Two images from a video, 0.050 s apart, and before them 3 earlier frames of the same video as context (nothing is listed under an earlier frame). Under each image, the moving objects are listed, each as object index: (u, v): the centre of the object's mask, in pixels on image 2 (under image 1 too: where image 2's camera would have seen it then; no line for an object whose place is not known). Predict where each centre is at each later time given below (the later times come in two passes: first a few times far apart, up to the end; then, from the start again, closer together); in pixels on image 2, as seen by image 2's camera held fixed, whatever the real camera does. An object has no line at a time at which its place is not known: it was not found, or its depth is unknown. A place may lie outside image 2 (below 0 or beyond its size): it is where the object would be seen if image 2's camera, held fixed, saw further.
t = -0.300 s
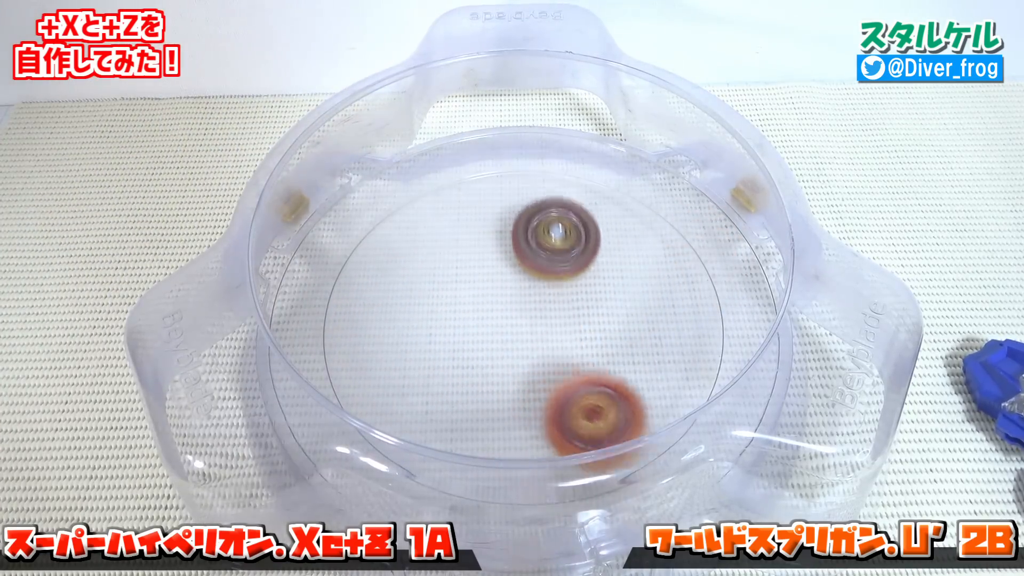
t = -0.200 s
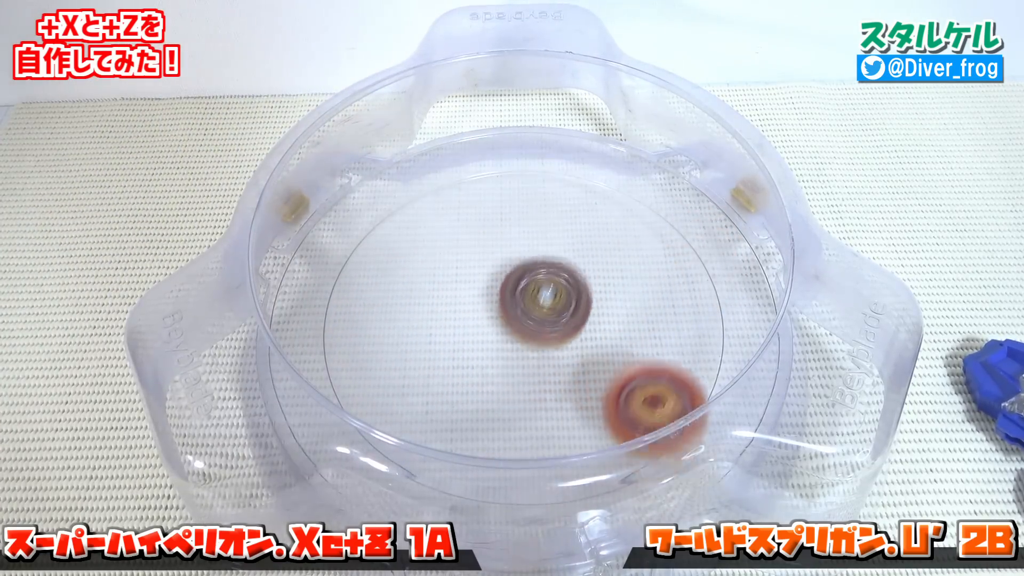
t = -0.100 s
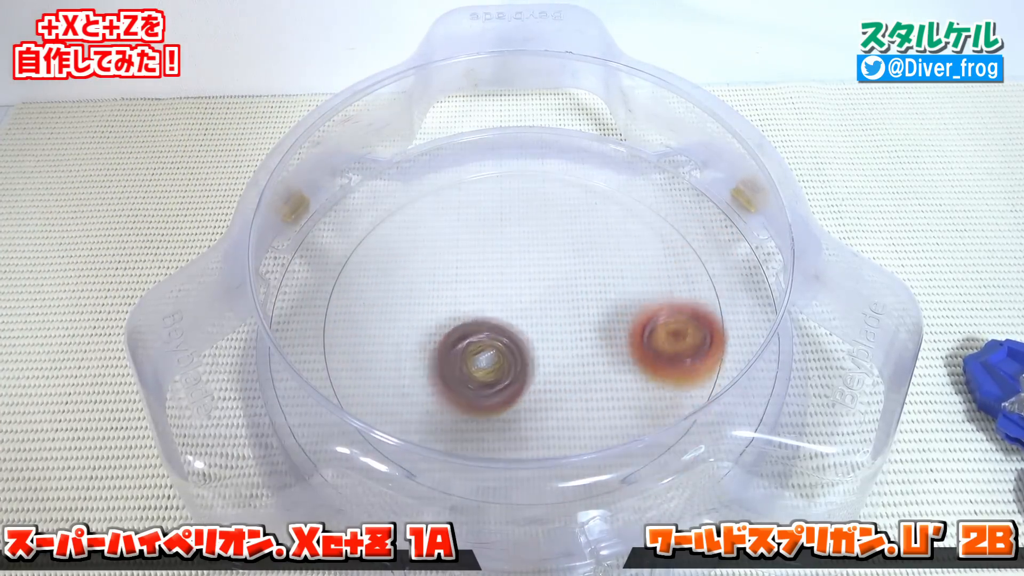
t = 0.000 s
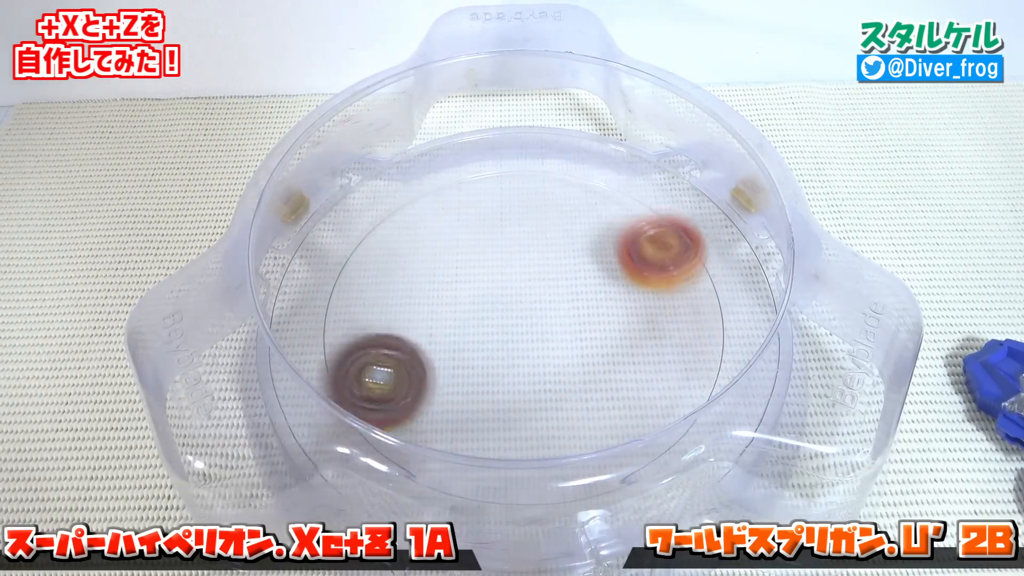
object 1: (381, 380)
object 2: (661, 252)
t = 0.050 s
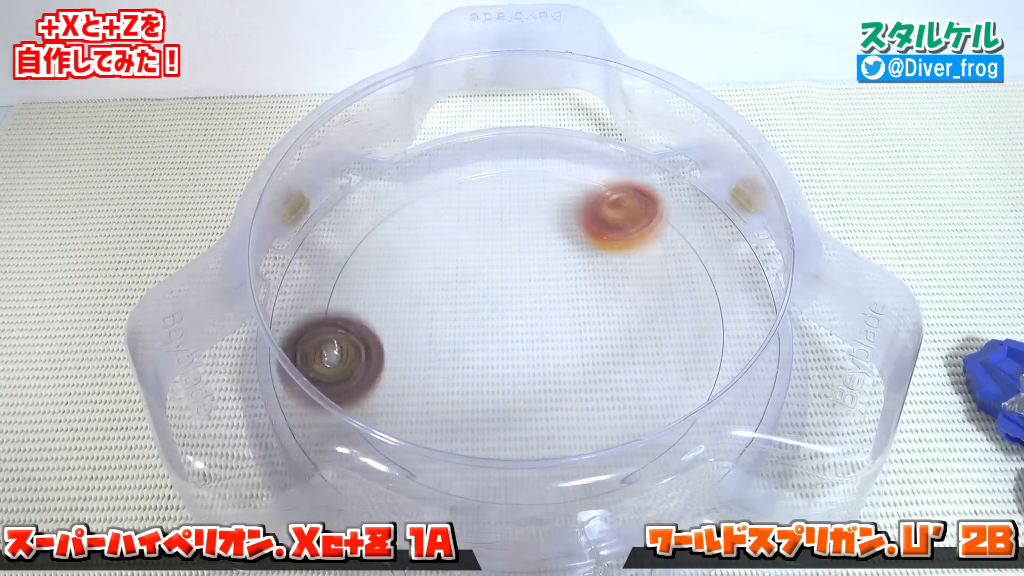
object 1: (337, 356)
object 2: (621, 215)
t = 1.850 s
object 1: (708, 292)
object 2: (542, 335)
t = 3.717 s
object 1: (385, 331)
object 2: (628, 282)
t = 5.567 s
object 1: (474, 220)
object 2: (577, 178)
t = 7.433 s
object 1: (615, 216)
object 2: (436, 245)
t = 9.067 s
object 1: (641, 417)
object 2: (542, 280)
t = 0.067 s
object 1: (332, 342)
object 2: (604, 205)
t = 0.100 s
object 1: (330, 320)
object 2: (566, 189)
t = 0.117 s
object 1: (332, 309)
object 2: (545, 184)
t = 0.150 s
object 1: (337, 287)
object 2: (503, 177)
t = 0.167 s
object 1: (340, 278)
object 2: (481, 176)
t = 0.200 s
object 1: (349, 261)
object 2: (439, 179)
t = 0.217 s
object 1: (355, 254)
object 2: (421, 183)
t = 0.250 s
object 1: (345, 268)
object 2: (414, 182)
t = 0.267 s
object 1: (333, 285)
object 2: (424, 180)
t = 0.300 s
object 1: (337, 316)
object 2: (443, 181)
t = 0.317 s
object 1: (341, 328)
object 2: (453, 182)
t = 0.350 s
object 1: (349, 352)
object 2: (471, 188)
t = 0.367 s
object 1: (353, 360)
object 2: (481, 193)
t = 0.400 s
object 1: (359, 373)
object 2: (496, 205)
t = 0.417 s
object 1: (361, 377)
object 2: (503, 212)
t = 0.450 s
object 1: (359, 392)
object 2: (514, 226)
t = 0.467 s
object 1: (369, 386)
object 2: (518, 235)
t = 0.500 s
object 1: (375, 389)
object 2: (521, 253)
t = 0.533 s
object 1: (374, 398)
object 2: (519, 273)
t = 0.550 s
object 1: (379, 391)
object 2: (517, 284)
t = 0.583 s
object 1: (379, 392)
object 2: (515, 306)
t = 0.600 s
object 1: (373, 399)
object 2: (515, 317)
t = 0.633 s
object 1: (370, 400)
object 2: (521, 339)
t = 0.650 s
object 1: (369, 399)
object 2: (527, 349)
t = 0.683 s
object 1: (370, 400)
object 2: (543, 367)
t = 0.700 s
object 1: (376, 391)
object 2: (553, 374)
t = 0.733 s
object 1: (378, 389)
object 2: (576, 384)
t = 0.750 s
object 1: (379, 388)
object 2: (589, 387)
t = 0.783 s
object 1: (383, 387)
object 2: (617, 387)
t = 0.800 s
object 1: (385, 387)
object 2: (631, 385)
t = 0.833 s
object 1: (391, 385)
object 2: (659, 374)
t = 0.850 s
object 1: (394, 383)
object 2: (671, 366)
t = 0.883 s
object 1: (402, 379)
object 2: (692, 345)
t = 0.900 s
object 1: (406, 378)
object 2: (699, 333)
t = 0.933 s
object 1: (415, 375)
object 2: (709, 305)
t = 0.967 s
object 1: (425, 372)
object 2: (699, 276)
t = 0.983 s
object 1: (430, 371)
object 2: (691, 262)
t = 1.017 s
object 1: (440, 369)
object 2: (668, 235)
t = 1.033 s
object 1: (447, 369)
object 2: (655, 224)
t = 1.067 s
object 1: (461, 369)
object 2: (622, 203)
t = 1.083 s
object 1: (469, 370)
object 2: (602, 195)
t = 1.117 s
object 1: (486, 372)
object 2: (560, 183)
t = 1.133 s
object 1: (497, 374)
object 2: (538, 180)
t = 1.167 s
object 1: (517, 379)
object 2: (491, 178)
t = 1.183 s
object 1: (528, 382)
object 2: (467, 178)
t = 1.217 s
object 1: (549, 389)
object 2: (423, 185)
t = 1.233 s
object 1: (560, 393)
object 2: (403, 192)
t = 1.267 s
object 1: (580, 403)
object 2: (371, 223)
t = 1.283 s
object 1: (589, 407)
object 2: (357, 240)
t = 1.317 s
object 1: (602, 413)
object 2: (336, 281)
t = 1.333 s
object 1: (608, 415)
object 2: (332, 305)
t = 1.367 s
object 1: (625, 438)
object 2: (340, 351)
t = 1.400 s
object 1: (625, 445)
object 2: (372, 390)
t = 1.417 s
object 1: (615, 441)
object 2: (390, 414)
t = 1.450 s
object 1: (595, 440)
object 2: (444, 449)
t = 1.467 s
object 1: (587, 433)
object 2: (476, 456)
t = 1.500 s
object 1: (611, 411)
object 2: (493, 481)
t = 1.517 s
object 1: (626, 403)
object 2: (498, 496)
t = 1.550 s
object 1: (652, 386)
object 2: (513, 499)
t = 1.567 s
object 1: (663, 378)
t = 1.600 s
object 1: (683, 364)
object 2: (540, 485)
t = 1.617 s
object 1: (691, 358)
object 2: (548, 478)
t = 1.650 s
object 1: (707, 347)
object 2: (565, 464)
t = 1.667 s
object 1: (710, 342)
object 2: (573, 456)
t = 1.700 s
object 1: (704, 336)
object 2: (589, 433)
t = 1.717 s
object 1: (699, 336)
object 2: (595, 417)
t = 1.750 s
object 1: (694, 329)
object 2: (606, 394)
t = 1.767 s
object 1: (691, 328)
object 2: (606, 379)
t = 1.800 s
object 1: (703, 312)
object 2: (583, 361)
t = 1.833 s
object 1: (712, 298)
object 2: (557, 343)
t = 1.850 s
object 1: (708, 292)
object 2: (542, 335)
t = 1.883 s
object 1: (698, 287)
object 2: (511, 319)
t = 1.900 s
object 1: (692, 289)
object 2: (495, 312)
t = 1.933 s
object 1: (687, 278)
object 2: (461, 300)
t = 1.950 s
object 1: (684, 275)
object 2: (444, 295)
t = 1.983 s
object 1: (677, 274)
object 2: (411, 287)
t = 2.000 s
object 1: (675, 268)
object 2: (395, 283)
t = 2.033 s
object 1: (669, 263)
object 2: (364, 280)
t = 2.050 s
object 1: (667, 261)
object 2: (350, 280)
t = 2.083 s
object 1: (664, 252)
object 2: (334, 283)
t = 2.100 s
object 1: (662, 251)
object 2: (332, 287)
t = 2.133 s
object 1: (658, 241)
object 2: (331, 298)
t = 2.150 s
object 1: (657, 235)
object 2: (332, 304)
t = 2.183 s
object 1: (654, 226)
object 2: (339, 319)
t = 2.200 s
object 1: (653, 220)
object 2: (345, 326)
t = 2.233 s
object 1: (651, 208)
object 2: (355, 342)
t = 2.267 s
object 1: (648, 198)
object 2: (366, 360)
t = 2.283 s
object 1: (645, 198)
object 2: (371, 370)
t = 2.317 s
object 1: (637, 199)
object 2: (385, 387)
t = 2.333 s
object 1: (633, 197)
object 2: (394, 394)
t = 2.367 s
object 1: (625, 195)
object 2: (416, 406)
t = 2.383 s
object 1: (621, 194)
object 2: (429, 411)
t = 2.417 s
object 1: (612, 191)
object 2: (457, 416)
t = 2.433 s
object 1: (608, 188)
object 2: (472, 417)
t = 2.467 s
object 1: (599, 183)
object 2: (505, 412)
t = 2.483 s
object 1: (595, 180)
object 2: (521, 405)
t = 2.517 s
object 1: (585, 175)
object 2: (550, 384)
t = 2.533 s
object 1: (581, 171)
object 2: (562, 372)
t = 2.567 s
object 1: (572, 167)
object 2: (582, 345)
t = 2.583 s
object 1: (567, 168)
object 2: (589, 331)
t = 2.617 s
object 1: (558, 170)
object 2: (597, 298)
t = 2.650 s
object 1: (549, 170)
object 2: (598, 268)
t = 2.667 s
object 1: (544, 170)
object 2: (595, 253)
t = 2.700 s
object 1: (534, 169)
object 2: (591, 228)
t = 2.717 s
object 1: (513, 156)
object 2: (603, 232)
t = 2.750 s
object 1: (479, 140)
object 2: (625, 241)
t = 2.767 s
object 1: (462, 137)
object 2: (634, 245)
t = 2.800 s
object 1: (440, 126)
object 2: (647, 253)
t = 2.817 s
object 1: (443, 125)
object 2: (651, 256)
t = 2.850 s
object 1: (451, 132)
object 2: (657, 263)
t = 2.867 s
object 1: (456, 141)
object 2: (657, 265)
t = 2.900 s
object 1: (466, 159)
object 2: (655, 267)
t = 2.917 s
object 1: (469, 156)
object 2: (652, 267)
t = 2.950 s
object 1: (477, 157)
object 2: (643, 264)
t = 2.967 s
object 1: (481, 162)
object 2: (636, 262)
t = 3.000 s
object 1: (490, 181)
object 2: (622, 257)
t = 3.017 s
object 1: (491, 184)
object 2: (613, 254)
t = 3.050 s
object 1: (492, 191)
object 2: (594, 251)
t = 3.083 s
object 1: (493, 208)
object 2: (571, 251)
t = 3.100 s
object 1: (491, 211)
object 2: (562, 255)
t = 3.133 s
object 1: (473, 212)
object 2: (556, 273)
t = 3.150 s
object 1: (463, 213)
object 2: (554, 283)
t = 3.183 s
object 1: (442, 216)
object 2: (552, 303)
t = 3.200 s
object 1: (432, 218)
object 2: (553, 312)
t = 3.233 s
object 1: (416, 219)
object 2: (557, 331)
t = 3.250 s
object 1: (408, 220)
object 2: (560, 339)
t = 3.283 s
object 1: (396, 222)
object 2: (570, 354)
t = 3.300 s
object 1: (391, 221)
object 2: (576, 360)
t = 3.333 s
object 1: (380, 223)
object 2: (589, 372)
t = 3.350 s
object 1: (375, 225)
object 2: (597, 377)
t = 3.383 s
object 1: (370, 229)
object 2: (616, 383)
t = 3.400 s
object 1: (373, 235)
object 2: (626, 384)
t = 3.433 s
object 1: (380, 242)
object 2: (645, 384)
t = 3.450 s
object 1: (382, 246)
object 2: (653, 382)
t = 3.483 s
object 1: (385, 254)
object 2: (670, 374)
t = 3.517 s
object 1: (387, 262)
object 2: (685, 363)
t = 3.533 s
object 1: (388, 267)
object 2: (691, 358)
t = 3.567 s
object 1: (388, 276)
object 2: (698, 342)
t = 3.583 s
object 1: (387, 281)
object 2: (698, 334)
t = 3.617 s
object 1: (387, 292)
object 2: (691, 316)
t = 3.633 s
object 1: (387, 298)
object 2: (685, 309)
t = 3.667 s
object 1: (386, 310)
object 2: (666, 295)
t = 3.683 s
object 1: (386, 318)
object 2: (655, 289)
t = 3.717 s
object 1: (385, 331)
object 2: (628, 282)
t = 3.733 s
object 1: (385, 336)
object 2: (614, 279)
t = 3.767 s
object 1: (384, 348)
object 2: (585, 279)
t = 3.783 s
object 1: (385, 355)
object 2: (570, 280)
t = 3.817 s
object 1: (386, 366)
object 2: (539, 285)
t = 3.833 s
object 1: (386, 372)
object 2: (522, 288)
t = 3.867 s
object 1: (388, 381)
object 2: (493, 298)
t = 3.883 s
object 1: (391, 387)
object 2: (478, 303)
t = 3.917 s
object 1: (395, 394)
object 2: (451, 318)
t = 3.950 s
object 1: (400, 402)
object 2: (427, 332)
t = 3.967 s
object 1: (394, 420)
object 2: (420, 331)
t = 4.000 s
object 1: (395, 438)
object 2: (410, 330)
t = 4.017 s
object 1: (398, 445)
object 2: (406, 331)
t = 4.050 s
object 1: (408, 458)
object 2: (399, 335)
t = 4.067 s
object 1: (414, 463)
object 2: (397, 338)
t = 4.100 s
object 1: (421, 488)
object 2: (396, 347)
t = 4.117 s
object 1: (430, 490)
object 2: (397, 352)
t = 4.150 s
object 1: (451, 487)
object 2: (404, 364)
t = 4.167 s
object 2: (410, 370)
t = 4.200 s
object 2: (426, 379)
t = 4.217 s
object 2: (437, 382)
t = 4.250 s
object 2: (459, 383)
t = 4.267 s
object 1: (513, 490)
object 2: (471, 382)
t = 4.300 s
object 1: (530, 488)
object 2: (494, 374)
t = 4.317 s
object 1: (538, 486)
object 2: (505, 367)
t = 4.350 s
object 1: (555, 479)
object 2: (522, 353)
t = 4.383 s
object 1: (571, 471)
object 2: (535, 335)
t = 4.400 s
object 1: (579, 468)
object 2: (540, 326)
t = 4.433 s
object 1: (591, 462)
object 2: (547, 307)
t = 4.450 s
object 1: (596, 452)
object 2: (548, 297)
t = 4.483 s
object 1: (602, 447)
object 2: (548, 281)
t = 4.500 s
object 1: (603, 439)
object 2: (546, 272)
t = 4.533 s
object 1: (603, 417)
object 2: (541, 256)
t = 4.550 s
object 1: (606, 413)
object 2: (537, 249)
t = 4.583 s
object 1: (610, 403)
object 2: (527, 236)
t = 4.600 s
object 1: (612, 396)
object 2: (521, 229)
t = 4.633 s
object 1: (616, 378)
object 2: (507, 219)
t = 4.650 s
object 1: (618, 370)
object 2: (499, 215)
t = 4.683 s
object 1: (623, 354)
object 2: (483, 209)
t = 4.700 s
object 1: (626, 346)
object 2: (474, 207)
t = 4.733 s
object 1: (631, 330)
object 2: (457, 206)
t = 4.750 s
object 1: (634, 322)
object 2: (448, 206)
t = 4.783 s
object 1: (639, 307)
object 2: (431, 210)
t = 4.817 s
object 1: (644, 292)
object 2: (416, 219)
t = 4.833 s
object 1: (646, 285)
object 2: (408, 225)
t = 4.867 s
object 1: (650, 270)
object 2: (399, 241)
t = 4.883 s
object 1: (652, 263)
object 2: (397, 248)
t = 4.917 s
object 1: (655, 250)
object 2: (396, 268)
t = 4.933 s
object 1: (655, 244)
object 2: (398, 278)
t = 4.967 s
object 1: (658, 232)
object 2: (408, 299)
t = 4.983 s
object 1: (658, 227)
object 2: (415, 307)
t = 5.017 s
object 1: (658, 218)
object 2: (432, 323)
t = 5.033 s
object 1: (658, 214)
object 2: (444, 331)
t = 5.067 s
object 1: (656, 207)
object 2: (470, 342)
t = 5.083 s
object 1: (654, 205)
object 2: (484, 347)
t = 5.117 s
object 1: (649, 202)
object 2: (515, 352)
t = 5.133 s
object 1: (646, 201)
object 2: (530, 352)
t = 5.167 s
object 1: (640, 201)
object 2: (561, 348)
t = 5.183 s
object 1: (637, 201)
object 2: (576, 344)
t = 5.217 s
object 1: (628, 202)
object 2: (603, 333)
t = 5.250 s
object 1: (619, 203)
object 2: (625, 316)
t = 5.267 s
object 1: (613, 204)
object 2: (635, 308)
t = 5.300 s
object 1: (602, 207)
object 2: (647, 287)
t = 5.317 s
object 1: (597, 208)
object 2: (652, 278)
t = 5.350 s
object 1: (583, 212)
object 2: (655, 257)
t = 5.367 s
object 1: (576, 213)
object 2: (656, 248)
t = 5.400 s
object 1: (560, 215)
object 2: (653, 227)
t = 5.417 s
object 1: (551, 215)
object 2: (650, 219)
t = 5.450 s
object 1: (533, 216)
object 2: (639, 203)
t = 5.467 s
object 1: (525, 217)
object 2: (633, 197)
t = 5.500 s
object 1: (508, 218)
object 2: (617, 186)
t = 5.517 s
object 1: (499, 218)
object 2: (607, 183)
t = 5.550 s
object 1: (483, 219)
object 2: (588, 179)
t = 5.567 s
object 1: (474, 220)
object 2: (577, 178)
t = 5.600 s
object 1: (459, 220)
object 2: (554, 180)
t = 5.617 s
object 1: (452, 221)
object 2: (543, 183)
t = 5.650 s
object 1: (436, 223)
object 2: (521, 191)
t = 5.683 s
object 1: (411, 225)
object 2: (511, 201)
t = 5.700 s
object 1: (397, 227)
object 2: (510, 206)
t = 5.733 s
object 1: (374, 229)
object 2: (509, 220)
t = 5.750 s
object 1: (365, 231)
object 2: (509, 228)
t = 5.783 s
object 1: (364, 236)
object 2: (510, 245)
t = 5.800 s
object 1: (365, 242)
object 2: (513, 254)
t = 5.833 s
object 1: (365, 249)
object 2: (520, 272)
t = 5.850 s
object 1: (364, 253)
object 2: (526, 280)
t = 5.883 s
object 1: (363, 261)
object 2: (537, 296)
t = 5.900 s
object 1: (362, 266)
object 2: (544, 303)
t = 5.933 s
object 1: (360, 275)
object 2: (559, 315)
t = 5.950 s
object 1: (359, 280)
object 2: (568, 321)
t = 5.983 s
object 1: (356, 290)
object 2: (585, 330)
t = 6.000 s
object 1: (354, 295)
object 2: (595, 331)
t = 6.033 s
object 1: (352, 306)
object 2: (613, 336)
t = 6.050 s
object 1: (350, 313)
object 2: (622, 337)
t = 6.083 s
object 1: (348, 324)
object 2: (641, 336)
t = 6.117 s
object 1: (347, 337)
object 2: (656, 332)
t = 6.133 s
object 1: (347, 344)
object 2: (664, 329)
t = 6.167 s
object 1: (349, 355)
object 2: (676, 321)
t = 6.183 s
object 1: (351, 361)
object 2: (681, 316)
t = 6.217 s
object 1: (357, 371)
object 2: (688, 305)
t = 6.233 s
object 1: (360, 376)
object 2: (688, 299)
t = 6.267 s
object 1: (369, 385)
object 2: (686, 287)
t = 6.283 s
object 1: (374, 389)
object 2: (682, 281)
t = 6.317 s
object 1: (385, 397)
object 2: (669, 273)
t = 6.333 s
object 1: (391, 401)
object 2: (660, 269)
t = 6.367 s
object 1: (402, 407)
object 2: (642, 266)
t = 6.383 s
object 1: (409, 410)
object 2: (631, 265)
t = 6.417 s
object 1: (421, 424)
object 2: (610, 267)
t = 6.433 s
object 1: (428, 428)
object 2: (598, 270)
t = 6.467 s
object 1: (444, 434)
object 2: (576, 277)
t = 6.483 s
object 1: (453, 437)
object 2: (566, 281)
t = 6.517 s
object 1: (470, 441)
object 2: (544, 292)
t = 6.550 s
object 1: (489, 441)
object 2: (525, 303)
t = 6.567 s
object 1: (498, 440)
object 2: (516, 310)
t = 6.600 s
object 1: (516, 440)
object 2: (500, 325)
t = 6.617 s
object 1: (525, 439)
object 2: (492, 332)
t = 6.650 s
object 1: (542, 430)
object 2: (479, 349)
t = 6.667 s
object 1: (550, 429)
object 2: (474, 357)
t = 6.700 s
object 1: (568, 425)
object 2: (468, 373)
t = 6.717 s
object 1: (576, 424)
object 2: (466, 382)
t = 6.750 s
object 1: (592, 419)
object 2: (465, 398)
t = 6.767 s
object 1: (600, 416)
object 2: (466, 406)
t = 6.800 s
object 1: (614, 410)
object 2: (472, 417)
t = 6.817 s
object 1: (622, 406)
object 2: (476, 421)
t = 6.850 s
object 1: (634, 398)
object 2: (489, 427)
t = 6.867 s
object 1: (640, 394)
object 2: (495, 439)
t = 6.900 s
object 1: (651, 386)
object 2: (511, 447)
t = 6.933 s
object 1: (659, 377)
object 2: (530, 446)
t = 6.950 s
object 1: (662, 371)
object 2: (539, 443)
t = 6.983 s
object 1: (667, 359)
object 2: (554, 426)
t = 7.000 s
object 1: (668, 354)
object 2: (562, 423)
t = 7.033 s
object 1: (671, 342)
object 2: (575, 413)
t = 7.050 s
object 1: (671, 337)
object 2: (579, 407)
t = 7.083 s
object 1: (671, 324)
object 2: (583, 389)
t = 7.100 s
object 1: (671, 318)
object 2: (583, 378)
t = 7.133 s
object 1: (669, 307)
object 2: (579, 360)
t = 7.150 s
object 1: (668, 300)
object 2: (576, 351)
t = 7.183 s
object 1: (665, 289)
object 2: (566, 332)
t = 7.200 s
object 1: (663, 282)
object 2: (561, 323)
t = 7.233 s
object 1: (659, 271)
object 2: (547, 306)
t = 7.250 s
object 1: (656, 266)
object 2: (540, 298)
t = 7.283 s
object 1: (650, 255)
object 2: (524, 284)
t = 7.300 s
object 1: (647, 250)
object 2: (514, 277)
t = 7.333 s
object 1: (639, 240)
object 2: (496, 265)
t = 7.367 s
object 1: (632, 230)
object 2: (474, 256)
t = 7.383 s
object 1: (628, 227)
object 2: (465, 253)
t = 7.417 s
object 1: (619, 219)
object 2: (445, 247)
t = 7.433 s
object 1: (615, 216)
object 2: (436, 245)
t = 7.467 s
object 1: (605, 210)
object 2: (416, 244)
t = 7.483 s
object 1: (600, 207)
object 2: (407, 244)
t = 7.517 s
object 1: (591, 202)
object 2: (389, 246)
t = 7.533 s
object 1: (586, 200)
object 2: (381, 249)
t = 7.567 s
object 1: (576, 197)
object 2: (366, 257)
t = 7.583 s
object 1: (571, 196)
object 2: (361, 262)
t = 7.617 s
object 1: (560, 195)
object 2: (351, 273)
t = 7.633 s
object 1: (555, 195)
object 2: (349, 280)
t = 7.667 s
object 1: (543, 195)
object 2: (347, 295)
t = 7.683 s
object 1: (537, 196)
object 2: (349, 302)
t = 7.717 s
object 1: (524, 197)
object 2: (358, 318)
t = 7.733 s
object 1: (518, 198)
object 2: (364, 324)
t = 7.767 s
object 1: (505, 200)
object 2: (381, 336)
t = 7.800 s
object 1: (492, 203)
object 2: (402, 346)
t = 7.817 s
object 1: (485, 204)
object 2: (413, 349)
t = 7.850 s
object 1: (473, 208)
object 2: (438, 353)
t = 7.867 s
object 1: (467, 211)
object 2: (451, 352)
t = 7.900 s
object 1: (456, 216)
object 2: (477, 351)
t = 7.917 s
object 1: (451, 219)
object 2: (489, 348)
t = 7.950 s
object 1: (439, 226)
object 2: (514, 341)
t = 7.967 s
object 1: (434, 229)
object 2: (526, 336)
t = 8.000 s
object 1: (424, 236)
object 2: (547, 325)
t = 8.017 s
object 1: (419, 240)
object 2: (557, 318)
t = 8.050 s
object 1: (411, 248)
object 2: (574, 303)
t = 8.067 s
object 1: (406, 252)
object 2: (582, 294)
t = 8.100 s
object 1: (399, 260)
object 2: (593, 277)
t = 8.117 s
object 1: (396, 265)
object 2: (598, 268)
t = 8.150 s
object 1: (391, 273)
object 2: (604, 249)
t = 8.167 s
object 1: (388, 278)
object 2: (605, 241)
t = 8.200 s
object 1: (385, 287)
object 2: (605, 224)
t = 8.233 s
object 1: (383, 296)
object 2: (601, 210)
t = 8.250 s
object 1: (383, 302)
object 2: (598, 202)
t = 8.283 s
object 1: (383, 311)
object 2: (589, 190)
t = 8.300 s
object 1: (384, 316)
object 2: (583, 184)
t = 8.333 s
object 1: (387, 326)
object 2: (570, 177)
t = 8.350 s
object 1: (389, 331)
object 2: (563, 173)
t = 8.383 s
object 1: (394, 340)
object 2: (548, 170)
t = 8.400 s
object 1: (397, 345)
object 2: (540, 171)
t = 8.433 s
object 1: (403, 353)
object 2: (523, 173)
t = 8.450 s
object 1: (408, 358)
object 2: (514, 176)
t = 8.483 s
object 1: (416, 366)
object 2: (499, 185)
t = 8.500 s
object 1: (421, 369)
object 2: (492, 191)
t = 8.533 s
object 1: (432, 377)
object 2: (480, 204)
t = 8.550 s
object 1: (438, 380)
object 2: (475, 212)
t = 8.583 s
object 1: (452, 387)
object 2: (467, 230)
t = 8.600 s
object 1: (458, 390)
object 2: (464, 239)
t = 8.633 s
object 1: (473, 395)
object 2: (462, 259)
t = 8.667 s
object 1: (487, 399)
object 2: (462, 279)
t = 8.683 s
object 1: (493, 399)
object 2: (464, 289)
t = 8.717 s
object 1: (508, 401)
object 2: (471, 309)
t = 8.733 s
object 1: (514, 401)
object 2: (476, 321)
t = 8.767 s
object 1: (534, 408)
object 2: (486, 330)
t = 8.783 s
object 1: (545, 418)
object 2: (487, 326)
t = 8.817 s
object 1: (564, 423)
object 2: (493, 321)
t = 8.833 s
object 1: (572, 425)
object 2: (498, 320)
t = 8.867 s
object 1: (588, 432)
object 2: (508, 318)
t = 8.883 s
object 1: (596, 439)
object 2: (513, 316)
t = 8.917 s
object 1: (609, 440)
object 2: (522, 311)
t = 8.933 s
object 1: (615, 440)
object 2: (527, 309)
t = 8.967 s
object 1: (625, 438)
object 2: (534, 302)
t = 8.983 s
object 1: (630, 435)
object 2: (536, 298)
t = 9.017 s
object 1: (636, 430)
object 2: (540, 291)
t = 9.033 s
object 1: (639, 427)
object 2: (542, 287)
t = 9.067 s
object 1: (641, 417)
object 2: (542, 280)
